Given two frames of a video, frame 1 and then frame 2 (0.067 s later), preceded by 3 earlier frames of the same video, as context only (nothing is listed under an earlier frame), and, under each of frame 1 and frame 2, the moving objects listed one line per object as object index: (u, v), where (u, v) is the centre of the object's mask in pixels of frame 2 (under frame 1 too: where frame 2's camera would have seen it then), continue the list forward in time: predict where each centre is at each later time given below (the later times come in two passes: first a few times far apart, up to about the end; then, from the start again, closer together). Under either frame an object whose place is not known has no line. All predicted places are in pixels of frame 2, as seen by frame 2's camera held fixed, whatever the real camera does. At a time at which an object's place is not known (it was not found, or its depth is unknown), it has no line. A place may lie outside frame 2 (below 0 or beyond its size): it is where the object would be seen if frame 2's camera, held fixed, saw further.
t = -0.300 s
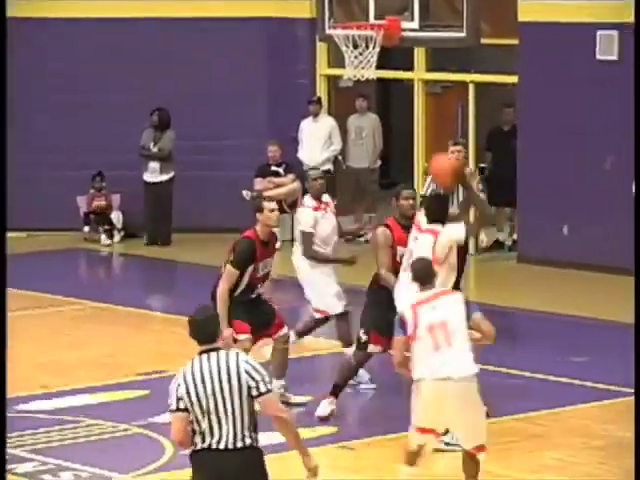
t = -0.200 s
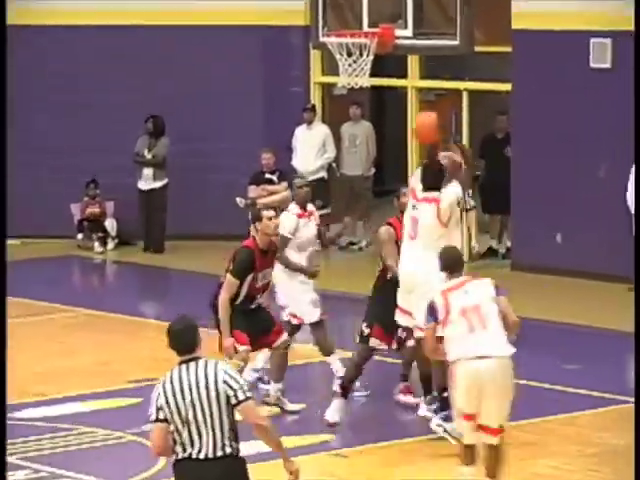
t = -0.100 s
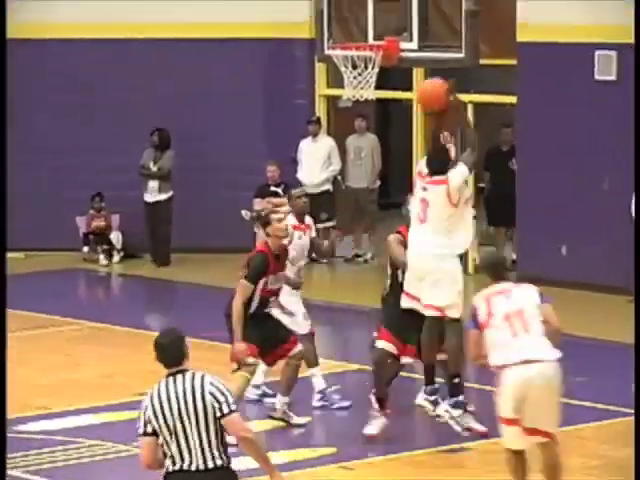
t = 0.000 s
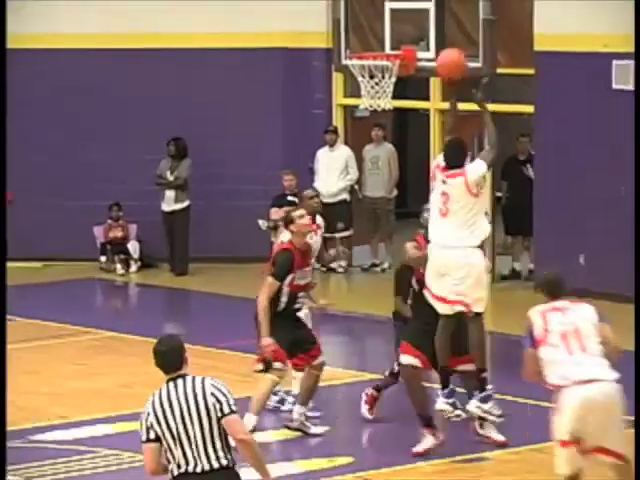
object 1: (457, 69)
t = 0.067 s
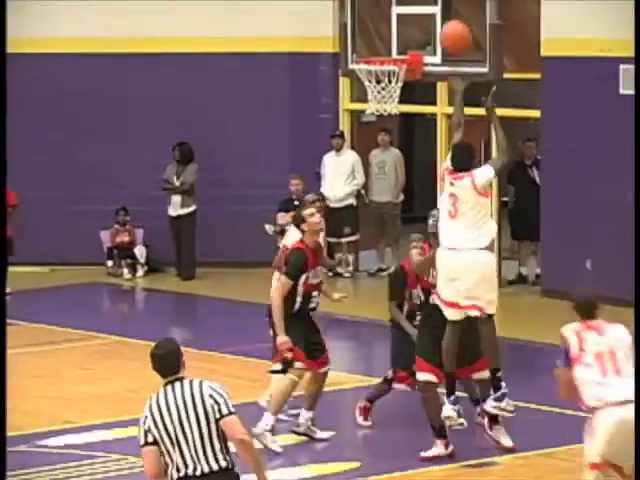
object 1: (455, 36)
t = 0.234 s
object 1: (447, -15)
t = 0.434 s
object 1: (437, -34)
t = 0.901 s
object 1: (366, 53)
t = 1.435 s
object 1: (364, 113)
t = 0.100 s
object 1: (453, 22)
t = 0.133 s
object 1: (451, 9)
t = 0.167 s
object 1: (450, 1)
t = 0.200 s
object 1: (448, -8)
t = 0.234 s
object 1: (447, -15)
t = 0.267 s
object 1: (445, -20)
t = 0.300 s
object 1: (443, -26)
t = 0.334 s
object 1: (442, -29)
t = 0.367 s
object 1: (439, -32)
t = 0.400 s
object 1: (438, -34)
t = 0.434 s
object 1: (437, -34)
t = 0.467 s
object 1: (436, -34)
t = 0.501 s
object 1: (433, -31)
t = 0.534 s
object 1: (432, -26)
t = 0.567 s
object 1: (431, -20)
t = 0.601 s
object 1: (428, -14)
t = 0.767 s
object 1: (410, 36)
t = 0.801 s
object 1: (398, 45)
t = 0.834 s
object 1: (387, 47)
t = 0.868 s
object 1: (376, 49)
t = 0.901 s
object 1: (366, 53)
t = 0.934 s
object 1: (371, 52)
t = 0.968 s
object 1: (380, 53)
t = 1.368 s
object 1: (366, 103)
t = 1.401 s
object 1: (365, 108)
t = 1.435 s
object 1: (364, 113)
